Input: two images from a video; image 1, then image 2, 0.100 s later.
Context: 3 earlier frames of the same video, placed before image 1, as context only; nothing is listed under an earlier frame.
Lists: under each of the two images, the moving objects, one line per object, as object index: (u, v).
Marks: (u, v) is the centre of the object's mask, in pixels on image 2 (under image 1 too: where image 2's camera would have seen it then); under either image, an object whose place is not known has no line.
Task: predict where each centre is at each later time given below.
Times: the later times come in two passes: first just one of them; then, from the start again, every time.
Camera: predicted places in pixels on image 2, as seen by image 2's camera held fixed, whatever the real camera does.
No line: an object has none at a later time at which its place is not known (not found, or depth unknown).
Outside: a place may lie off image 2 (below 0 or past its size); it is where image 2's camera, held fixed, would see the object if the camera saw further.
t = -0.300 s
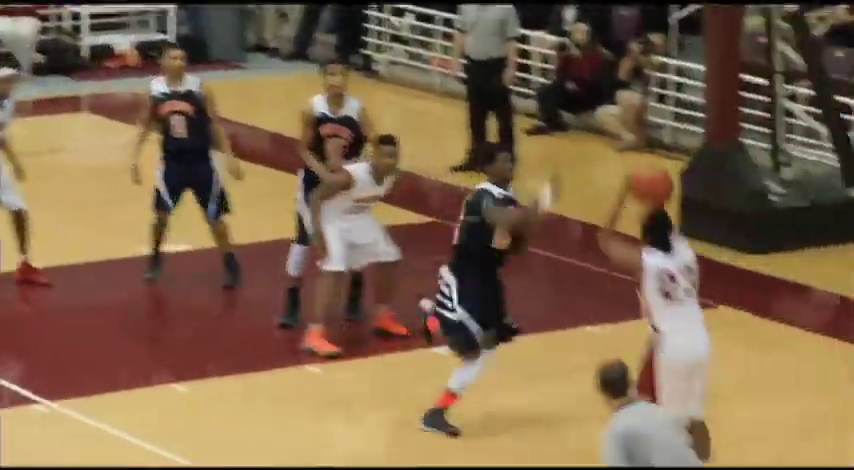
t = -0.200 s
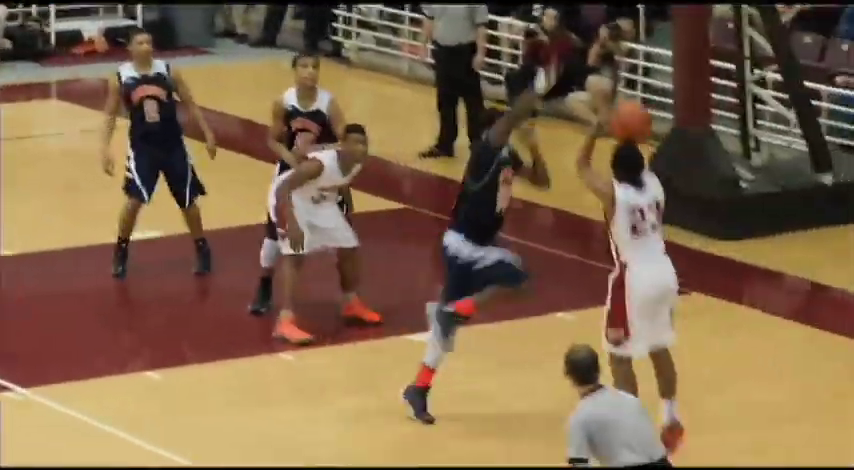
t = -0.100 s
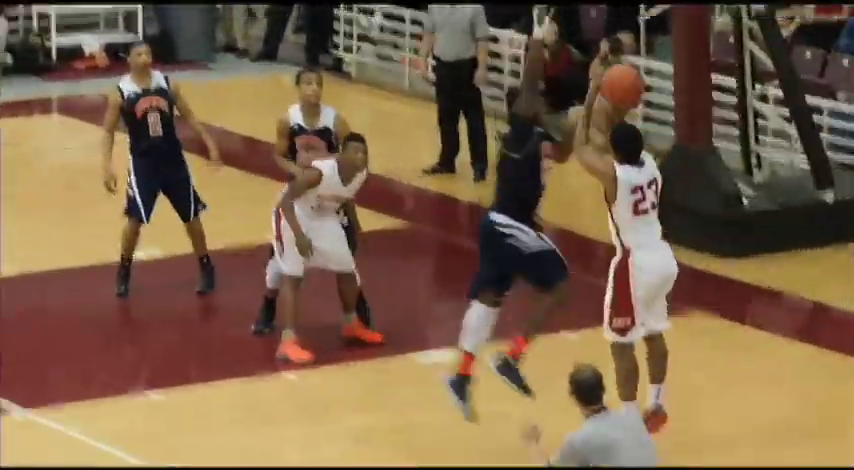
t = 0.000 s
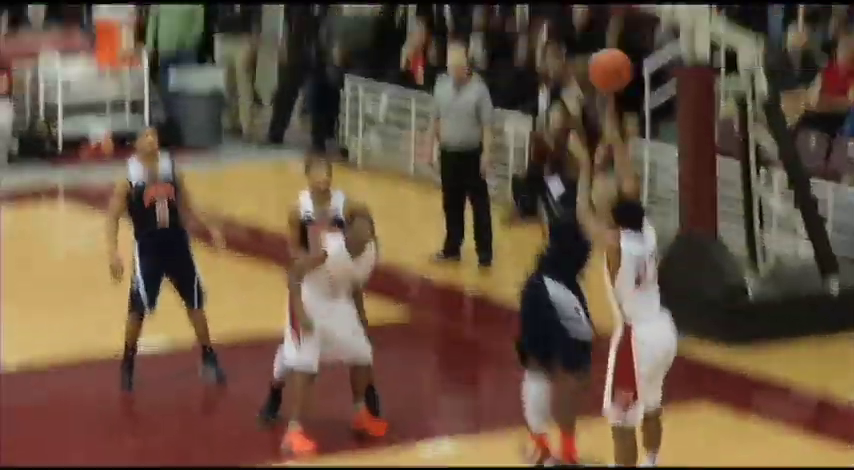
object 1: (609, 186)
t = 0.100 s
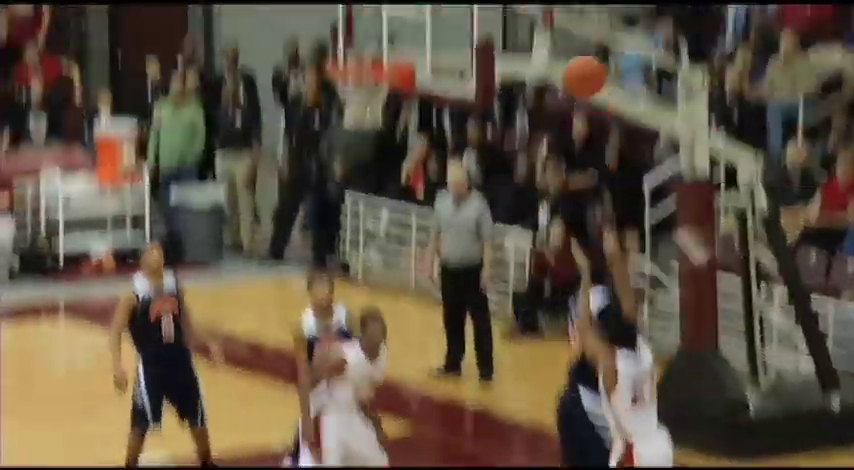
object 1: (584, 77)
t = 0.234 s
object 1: (552, -31)
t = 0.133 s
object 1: (577, 46)
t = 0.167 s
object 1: (567, 18)
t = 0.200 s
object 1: (559, -7)
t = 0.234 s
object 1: (552, -31)
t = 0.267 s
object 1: (545, -50)
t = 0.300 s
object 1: (536, -70)
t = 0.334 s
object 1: (527, -88)
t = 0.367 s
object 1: (520, -106)
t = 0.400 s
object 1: (511, -118)
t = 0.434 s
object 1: (504, -129)
